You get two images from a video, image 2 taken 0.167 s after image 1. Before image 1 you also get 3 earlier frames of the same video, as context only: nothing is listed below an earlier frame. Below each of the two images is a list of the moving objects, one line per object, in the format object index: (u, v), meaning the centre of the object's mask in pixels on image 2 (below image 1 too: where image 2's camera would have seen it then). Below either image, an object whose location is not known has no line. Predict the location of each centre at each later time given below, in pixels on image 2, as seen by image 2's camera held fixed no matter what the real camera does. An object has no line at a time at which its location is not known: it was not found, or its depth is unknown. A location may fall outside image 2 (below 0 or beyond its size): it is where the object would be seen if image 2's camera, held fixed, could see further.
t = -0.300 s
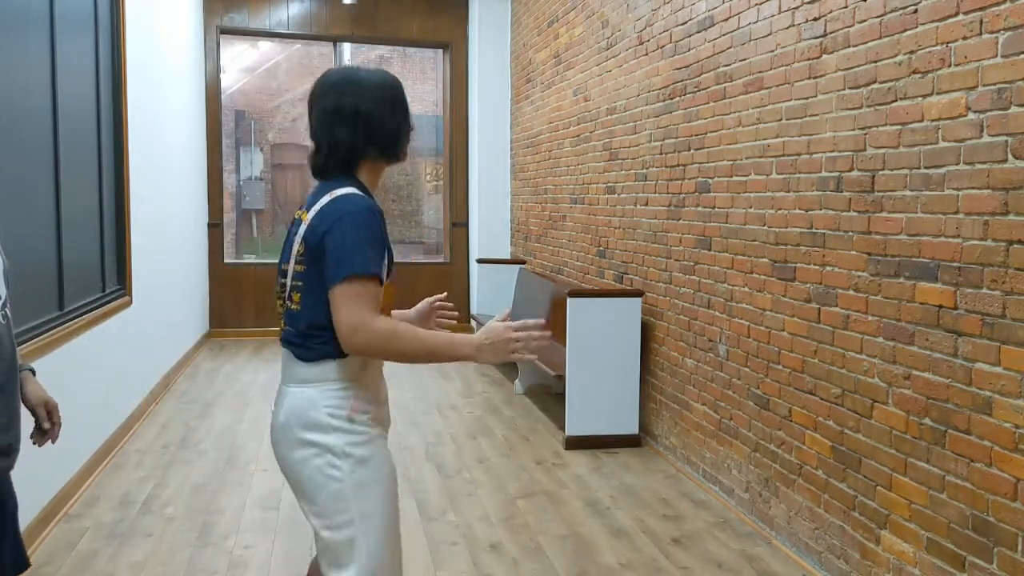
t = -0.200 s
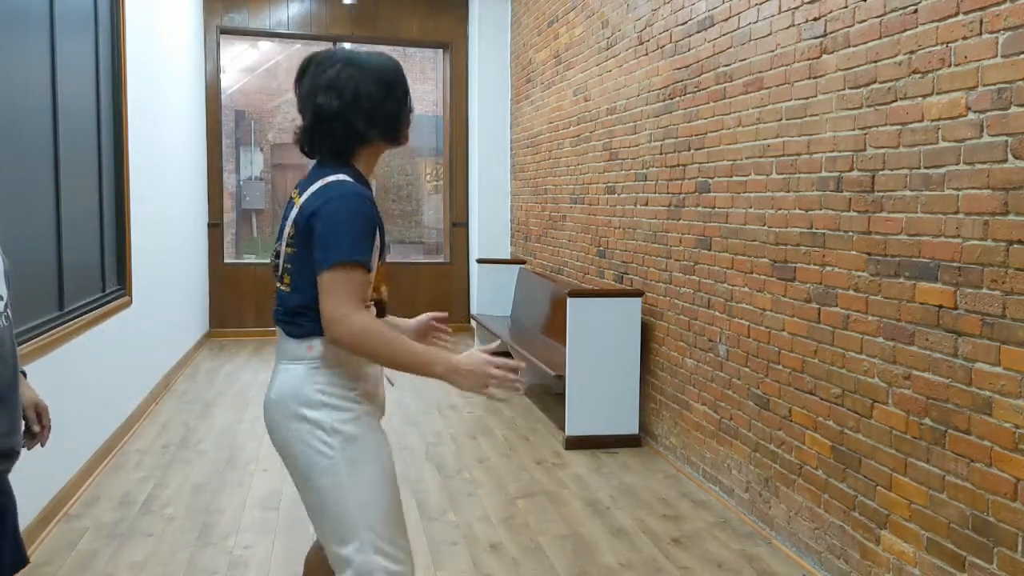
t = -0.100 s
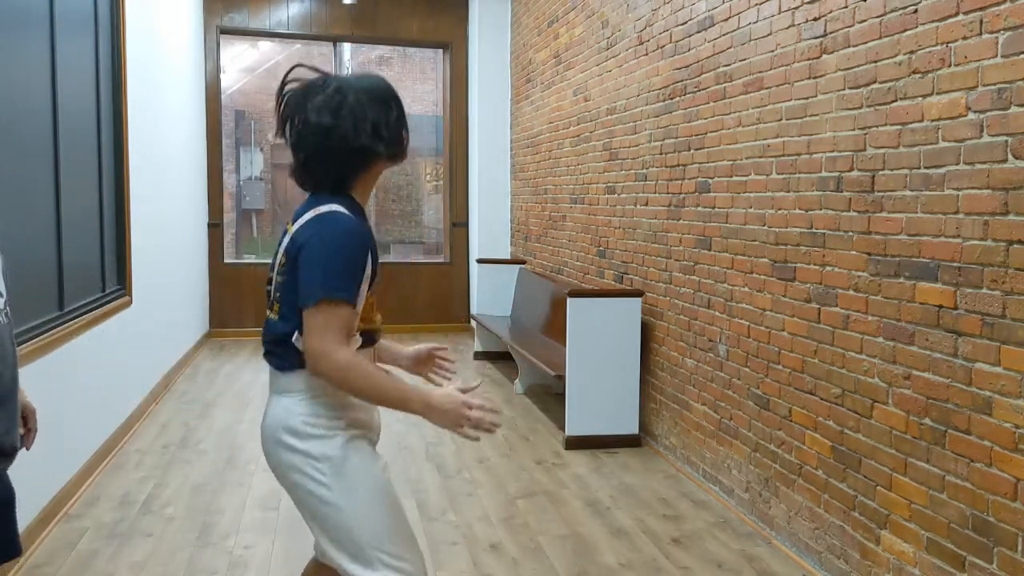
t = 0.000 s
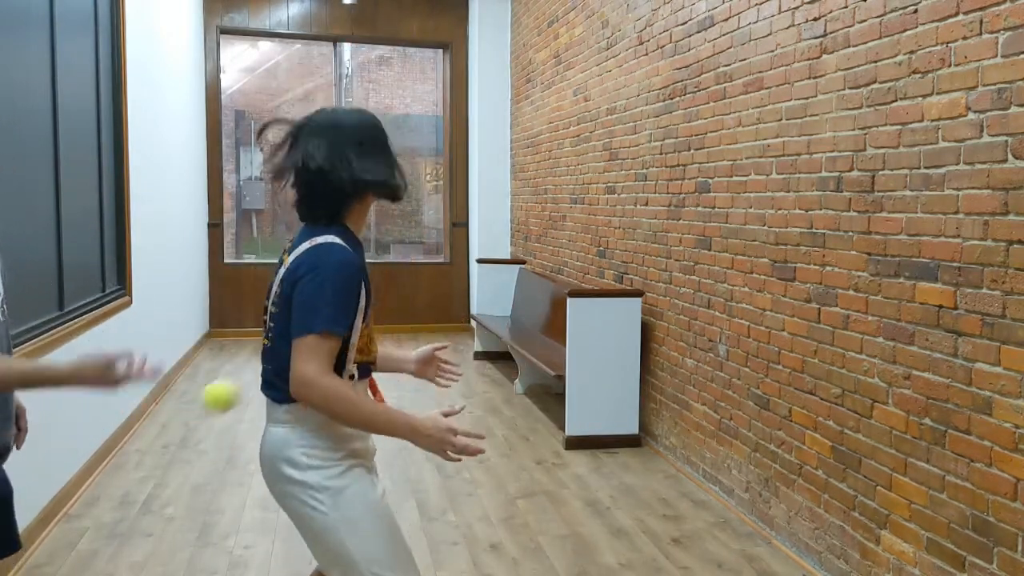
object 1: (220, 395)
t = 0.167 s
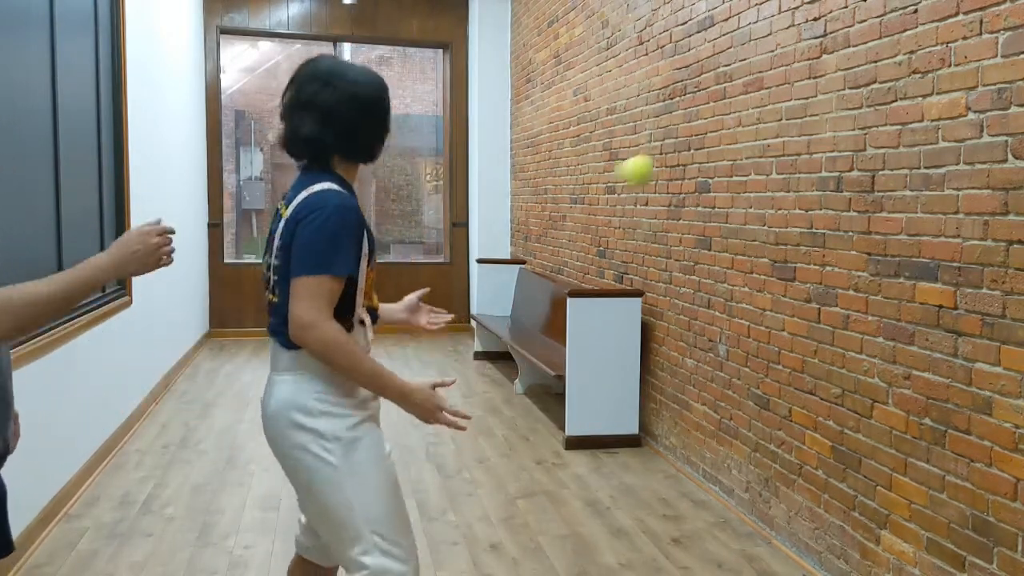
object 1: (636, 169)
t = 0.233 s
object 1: (784, 119)
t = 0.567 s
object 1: (773, 115)
